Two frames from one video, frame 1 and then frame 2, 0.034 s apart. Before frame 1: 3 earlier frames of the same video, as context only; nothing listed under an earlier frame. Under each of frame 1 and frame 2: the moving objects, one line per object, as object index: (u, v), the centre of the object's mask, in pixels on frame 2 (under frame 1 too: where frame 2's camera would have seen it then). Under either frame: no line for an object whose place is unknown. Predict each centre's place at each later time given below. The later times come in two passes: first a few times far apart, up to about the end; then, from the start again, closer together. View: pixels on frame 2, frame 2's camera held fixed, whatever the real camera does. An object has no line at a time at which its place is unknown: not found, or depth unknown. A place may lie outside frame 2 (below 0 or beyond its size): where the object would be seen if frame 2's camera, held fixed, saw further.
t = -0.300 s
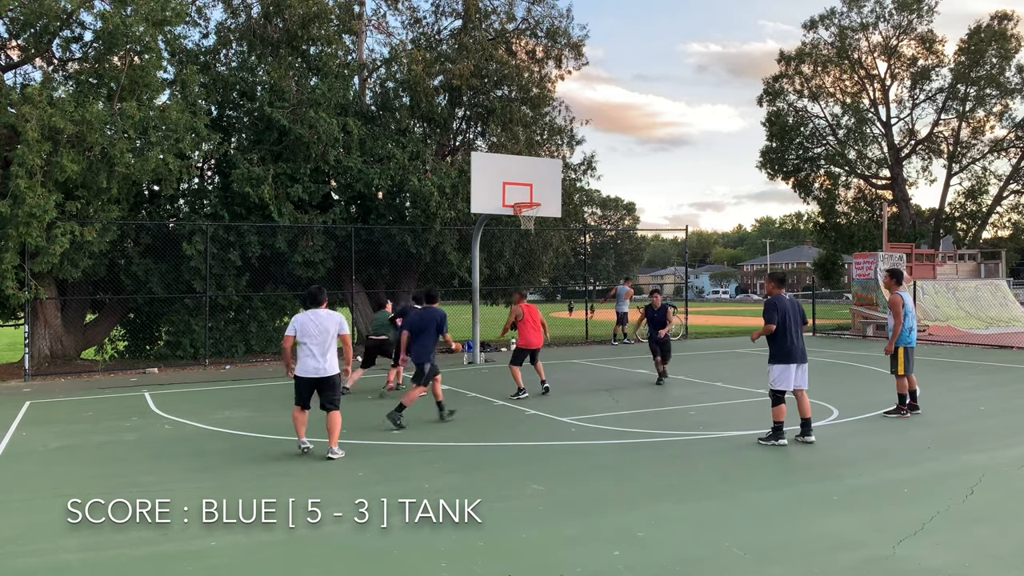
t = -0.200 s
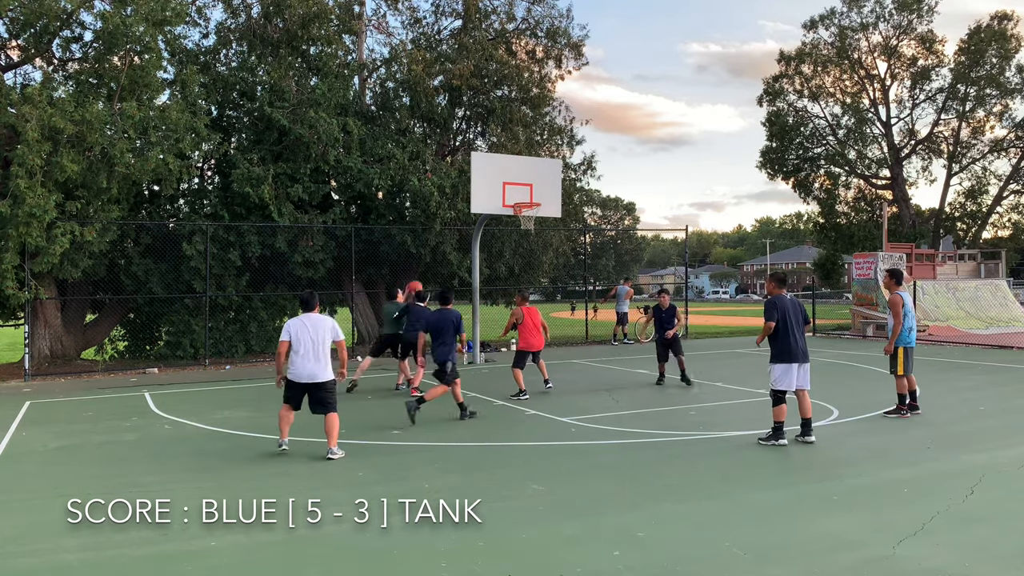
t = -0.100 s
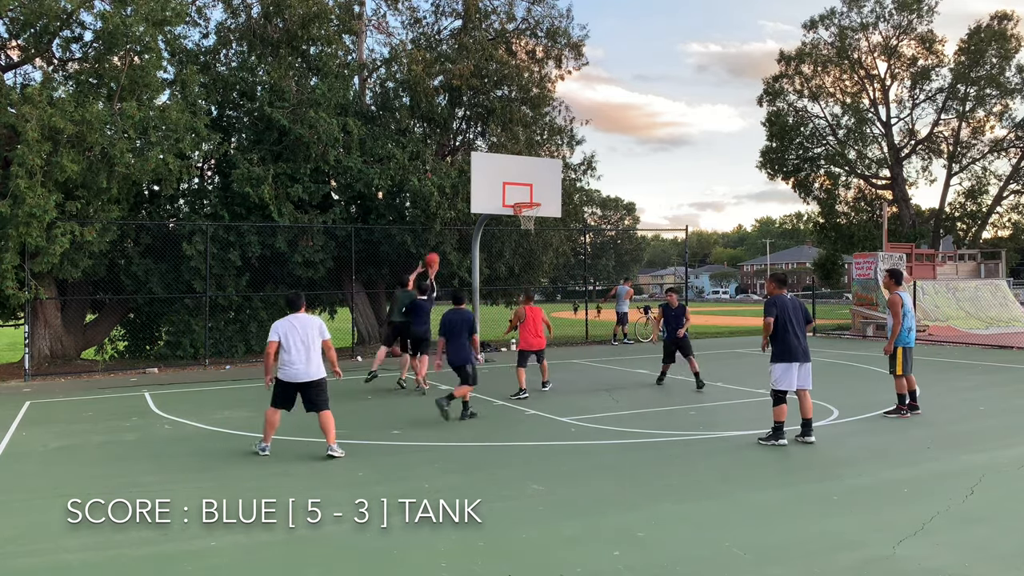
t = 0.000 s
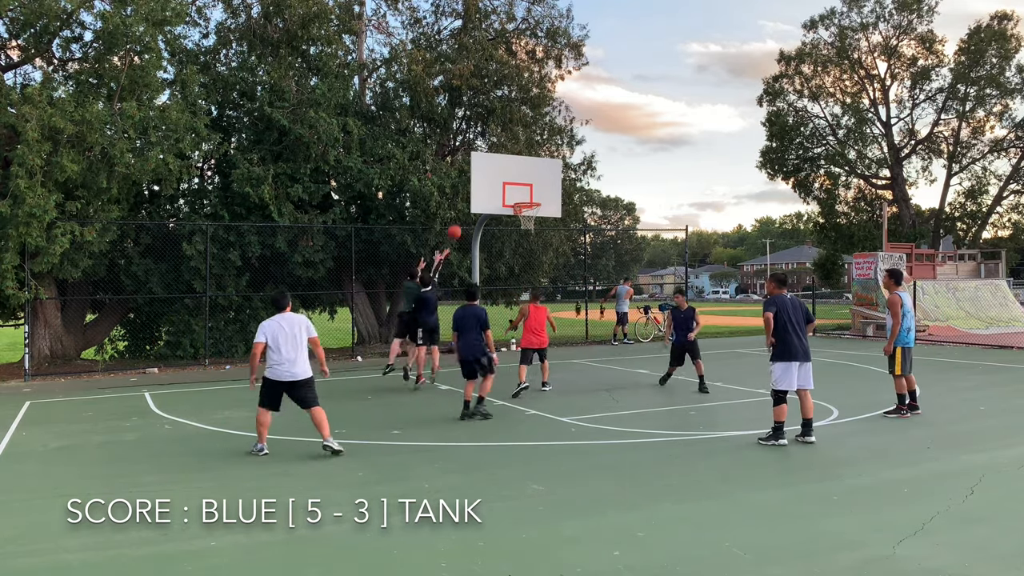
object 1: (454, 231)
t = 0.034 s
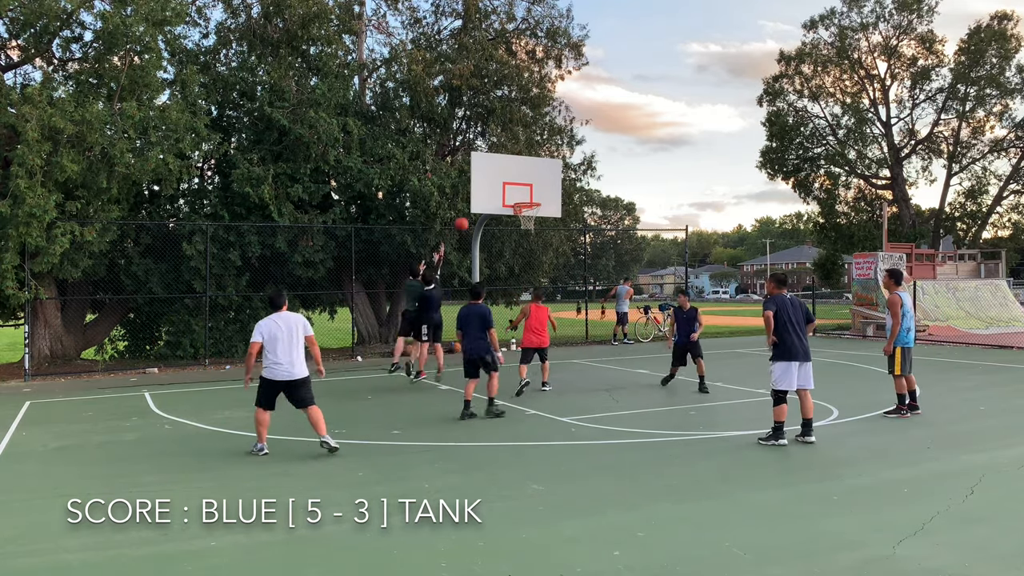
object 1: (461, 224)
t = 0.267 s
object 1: (508, 190)
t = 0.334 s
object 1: (521, 187)
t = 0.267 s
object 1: (508, 190)
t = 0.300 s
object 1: (515, 189)
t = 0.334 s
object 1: (521, 187)
